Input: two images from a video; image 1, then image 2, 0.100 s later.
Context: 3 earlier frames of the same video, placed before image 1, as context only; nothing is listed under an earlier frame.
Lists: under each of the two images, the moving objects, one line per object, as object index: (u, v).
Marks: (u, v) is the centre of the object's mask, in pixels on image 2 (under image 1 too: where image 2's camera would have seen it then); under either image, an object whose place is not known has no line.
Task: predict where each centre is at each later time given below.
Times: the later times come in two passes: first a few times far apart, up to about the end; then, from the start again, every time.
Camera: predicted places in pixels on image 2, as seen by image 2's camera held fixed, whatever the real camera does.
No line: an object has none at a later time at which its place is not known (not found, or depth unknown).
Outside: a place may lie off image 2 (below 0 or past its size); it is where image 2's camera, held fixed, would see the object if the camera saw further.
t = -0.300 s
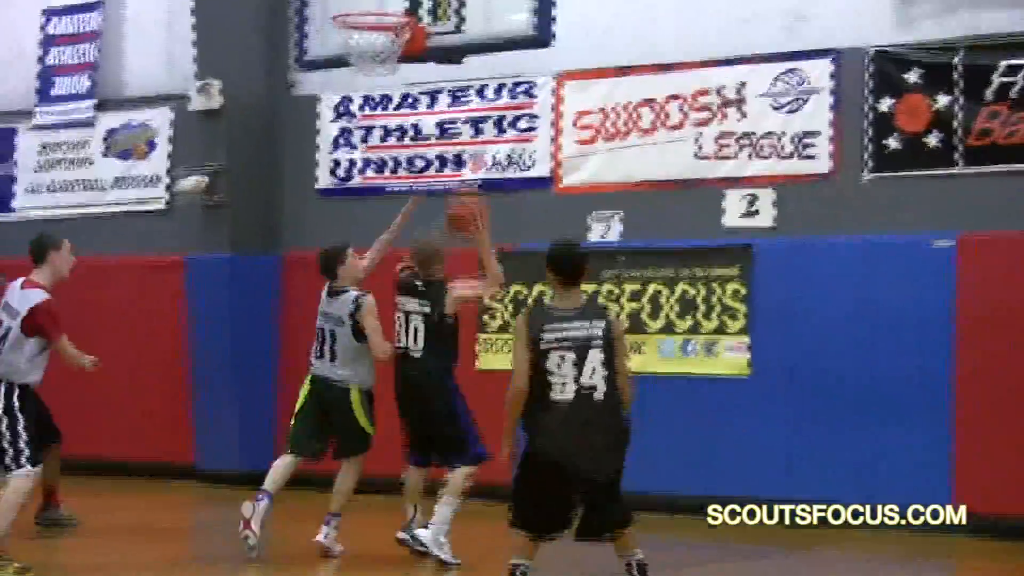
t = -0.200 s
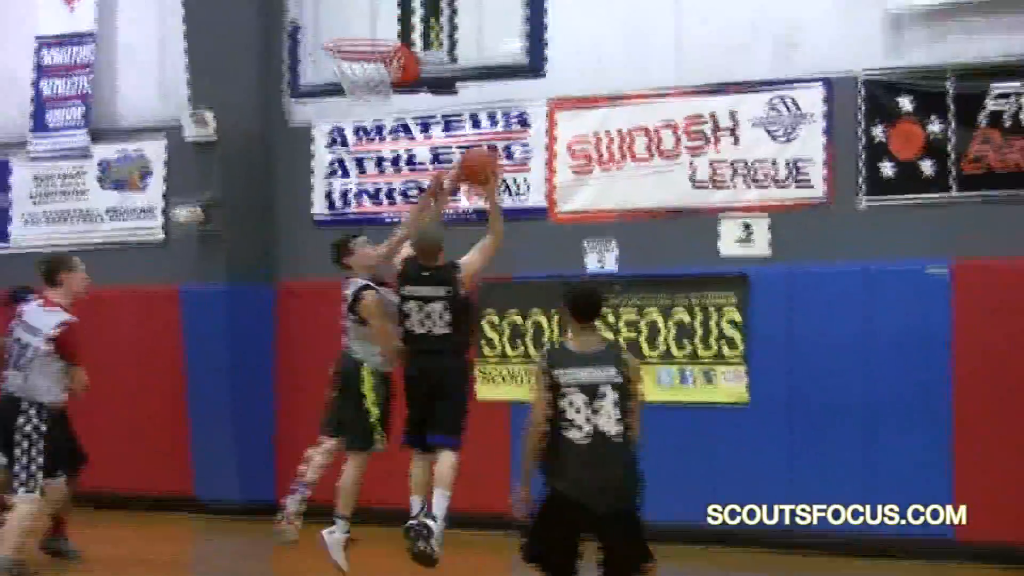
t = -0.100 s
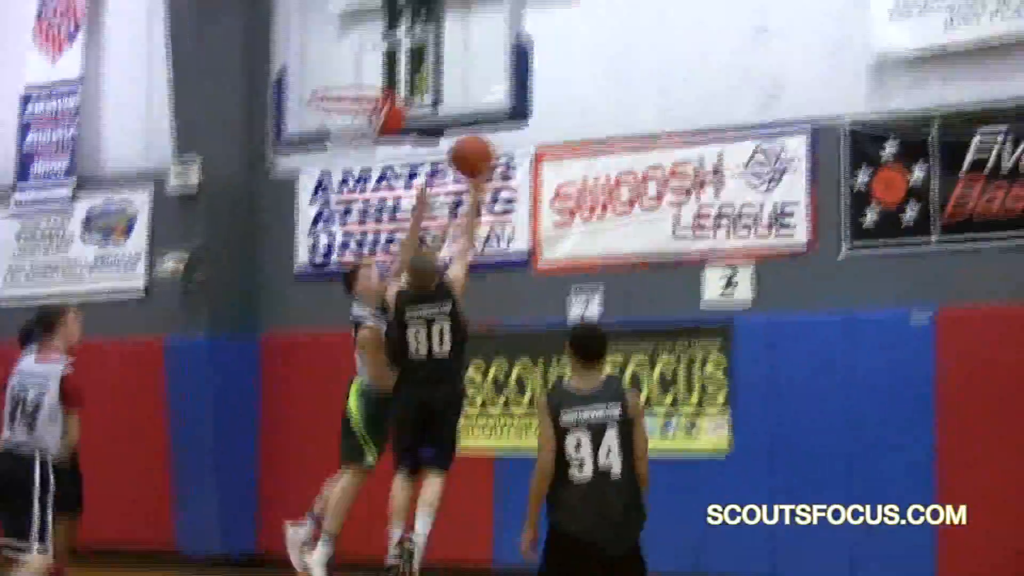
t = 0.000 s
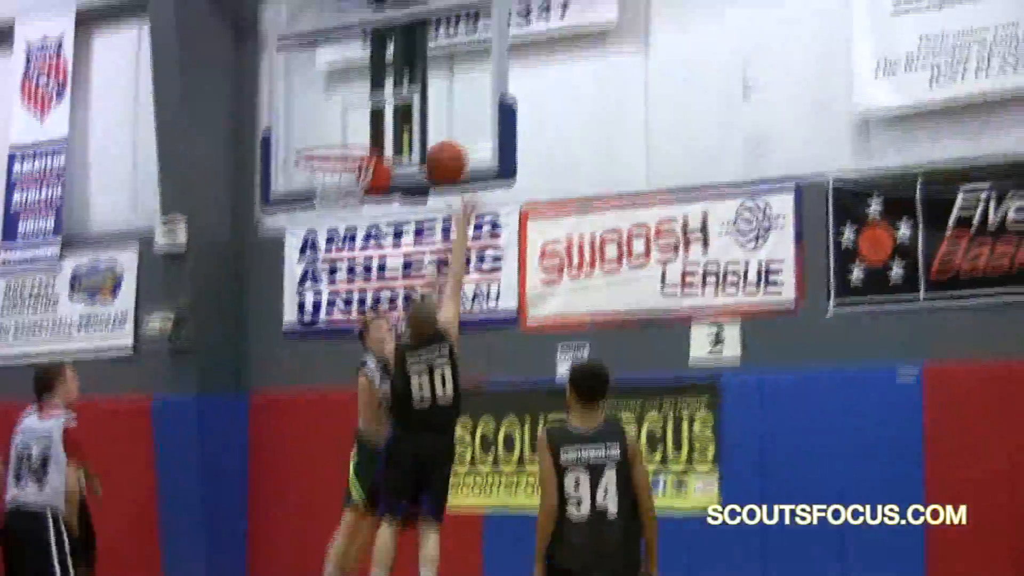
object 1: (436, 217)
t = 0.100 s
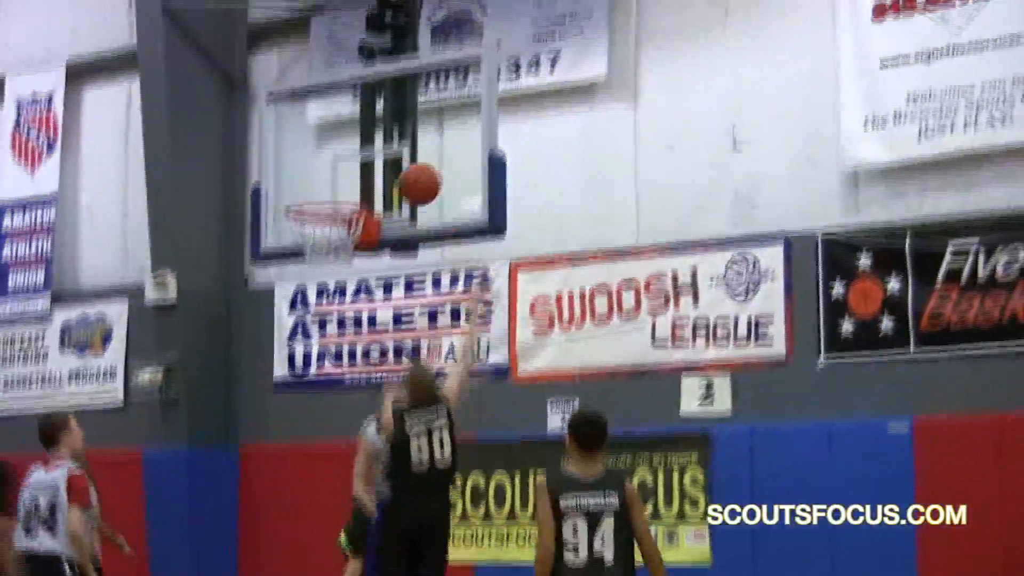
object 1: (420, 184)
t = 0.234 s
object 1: (397, 169)
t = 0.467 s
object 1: (333, 199)
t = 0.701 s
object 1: (301, 236)
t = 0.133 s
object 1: (414, 178)
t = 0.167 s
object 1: (409, 173)
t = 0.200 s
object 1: (404, 171)
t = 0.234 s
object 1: (397, 169)
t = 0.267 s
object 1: (389, 170)
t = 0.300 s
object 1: (387, 174)
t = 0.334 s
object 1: (376, 175)
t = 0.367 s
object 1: (366, 180)
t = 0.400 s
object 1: (354, 184)
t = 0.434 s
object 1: (344, 191)
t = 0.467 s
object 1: (333, 199)
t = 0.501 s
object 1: (323, 211)
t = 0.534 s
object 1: (311, 223)
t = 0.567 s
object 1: (302, 237)
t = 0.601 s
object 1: (296, 239)
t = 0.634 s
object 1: (294, 238)
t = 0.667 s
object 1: (297, 238)
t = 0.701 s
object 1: (301, 236)
